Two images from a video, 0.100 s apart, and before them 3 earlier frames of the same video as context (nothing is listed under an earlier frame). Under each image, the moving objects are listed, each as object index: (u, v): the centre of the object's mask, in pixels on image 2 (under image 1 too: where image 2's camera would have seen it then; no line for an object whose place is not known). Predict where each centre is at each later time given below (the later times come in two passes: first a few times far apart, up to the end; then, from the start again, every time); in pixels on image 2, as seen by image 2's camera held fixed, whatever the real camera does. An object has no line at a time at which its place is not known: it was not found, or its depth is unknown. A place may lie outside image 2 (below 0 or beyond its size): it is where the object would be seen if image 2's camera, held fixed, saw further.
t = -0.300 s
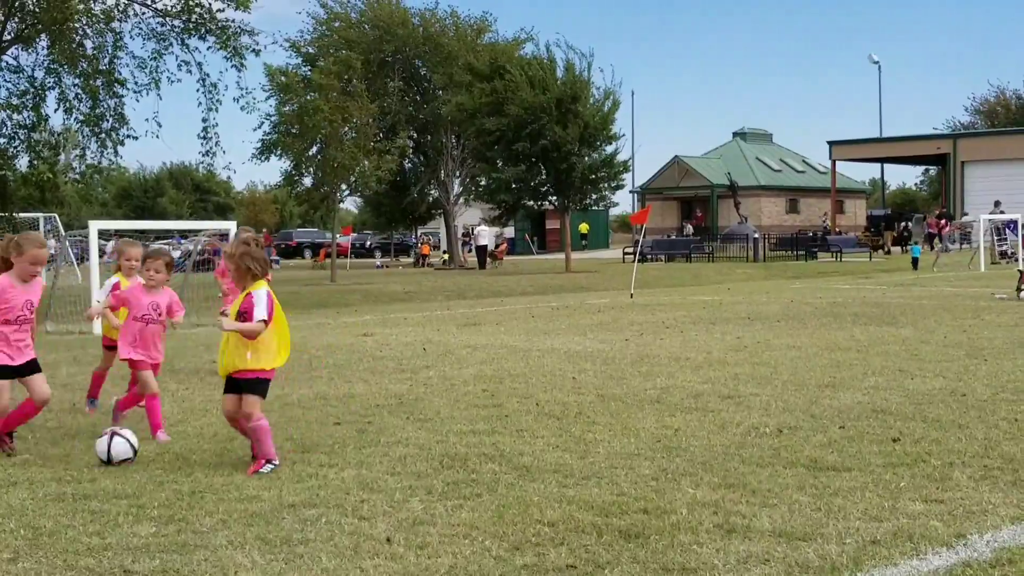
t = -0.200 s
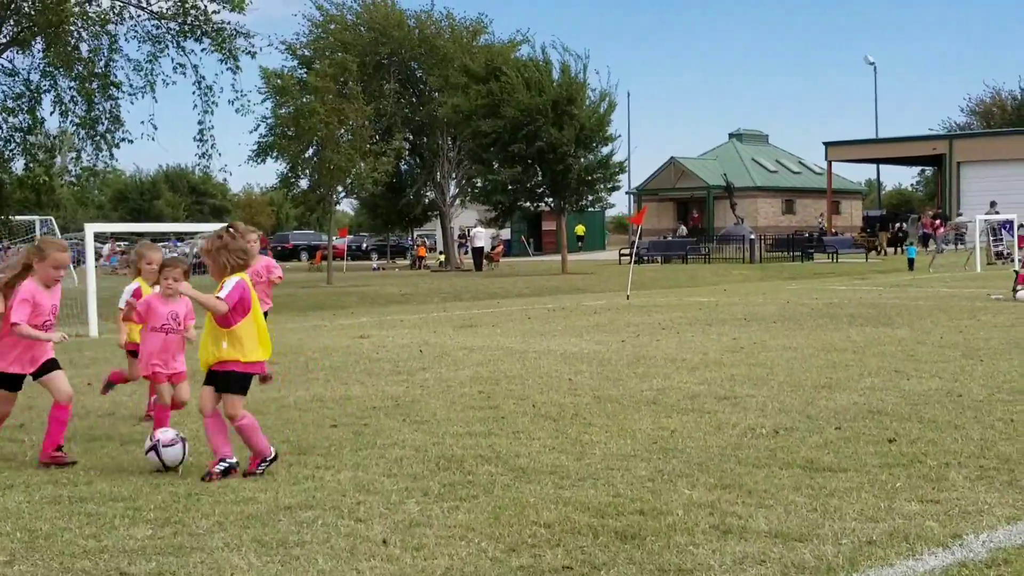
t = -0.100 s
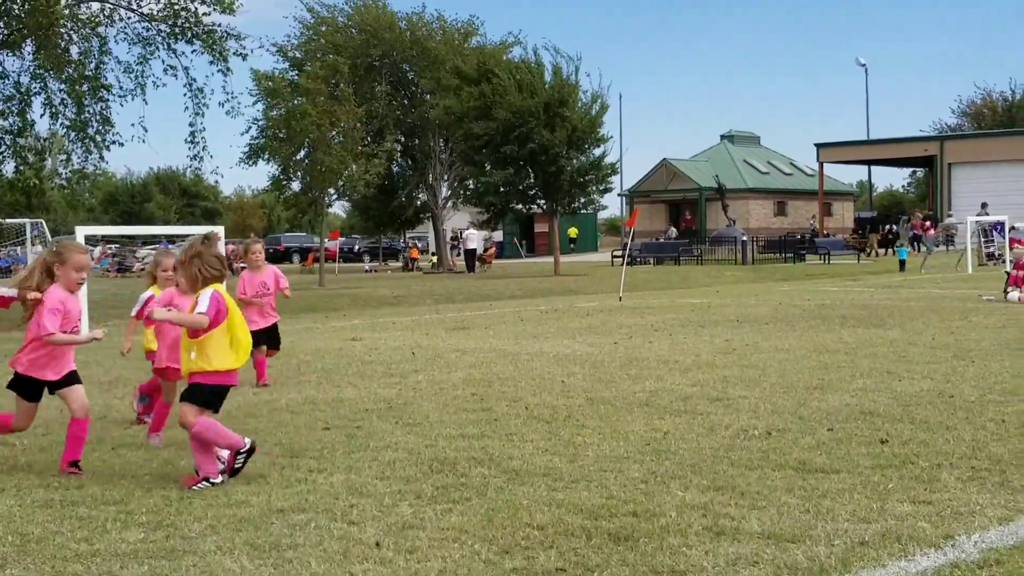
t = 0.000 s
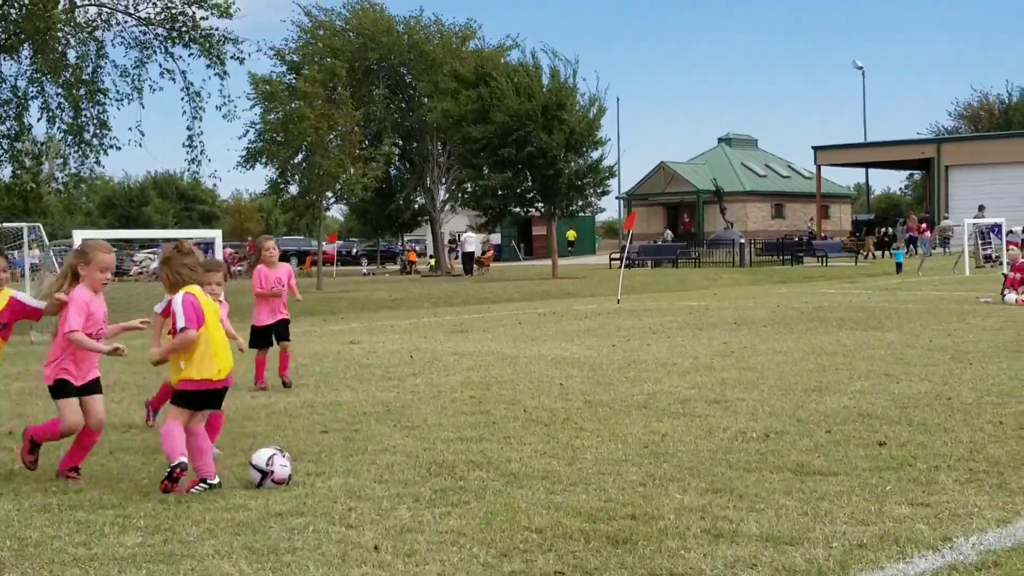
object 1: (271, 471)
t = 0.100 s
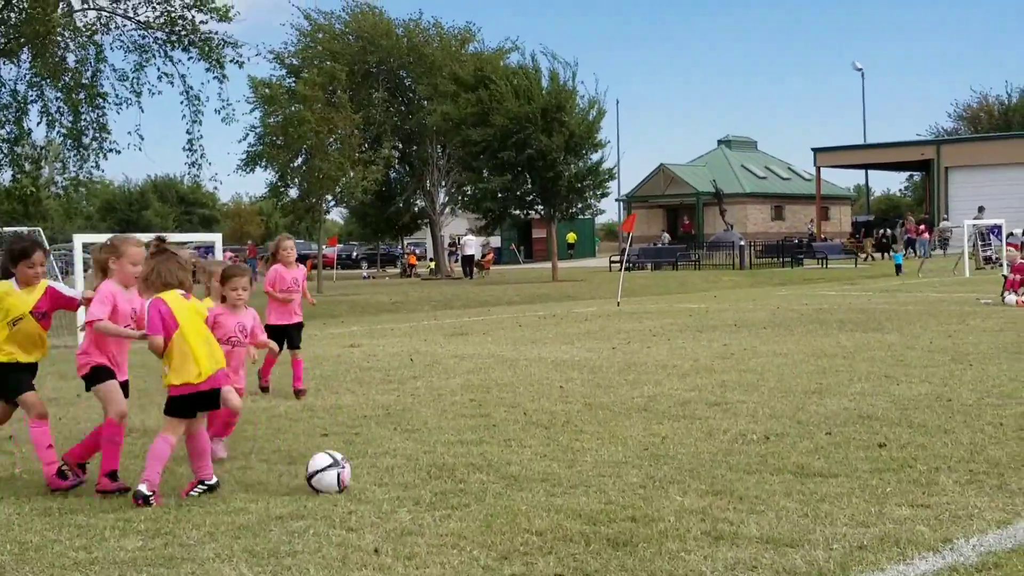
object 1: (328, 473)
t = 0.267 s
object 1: (423, 478)
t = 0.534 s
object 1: (572, 483)
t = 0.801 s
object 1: (721, 493)
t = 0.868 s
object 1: (757, 500)
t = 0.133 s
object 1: (347, 474)
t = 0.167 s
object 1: (366, 475)
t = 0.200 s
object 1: (385, 476)
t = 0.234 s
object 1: (405, 478)
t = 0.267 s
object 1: (423, 478)
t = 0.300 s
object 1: (441, 477)
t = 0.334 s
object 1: (460, 477)
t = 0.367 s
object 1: (478, 480)
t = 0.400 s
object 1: (497, 482)
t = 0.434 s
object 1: (516, 482)
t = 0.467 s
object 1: (535, 483)
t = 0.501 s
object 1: (553, 483)
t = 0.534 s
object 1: (572, 483)
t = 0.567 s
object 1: (590, 484)
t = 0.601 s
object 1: (609, 486)
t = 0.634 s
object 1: (628, 488)
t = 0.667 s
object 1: (647, 491)
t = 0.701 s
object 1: (666, 493)
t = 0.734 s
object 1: (684, 492)
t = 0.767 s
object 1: (702, 492)
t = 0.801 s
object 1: (721, 493)
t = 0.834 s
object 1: (739, 497)
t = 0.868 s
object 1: (757, 500)
